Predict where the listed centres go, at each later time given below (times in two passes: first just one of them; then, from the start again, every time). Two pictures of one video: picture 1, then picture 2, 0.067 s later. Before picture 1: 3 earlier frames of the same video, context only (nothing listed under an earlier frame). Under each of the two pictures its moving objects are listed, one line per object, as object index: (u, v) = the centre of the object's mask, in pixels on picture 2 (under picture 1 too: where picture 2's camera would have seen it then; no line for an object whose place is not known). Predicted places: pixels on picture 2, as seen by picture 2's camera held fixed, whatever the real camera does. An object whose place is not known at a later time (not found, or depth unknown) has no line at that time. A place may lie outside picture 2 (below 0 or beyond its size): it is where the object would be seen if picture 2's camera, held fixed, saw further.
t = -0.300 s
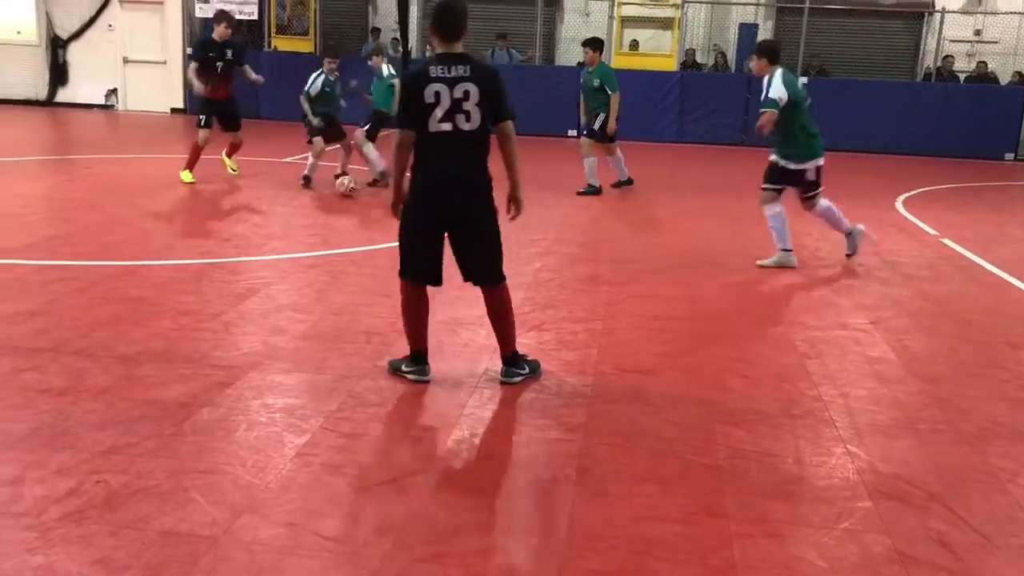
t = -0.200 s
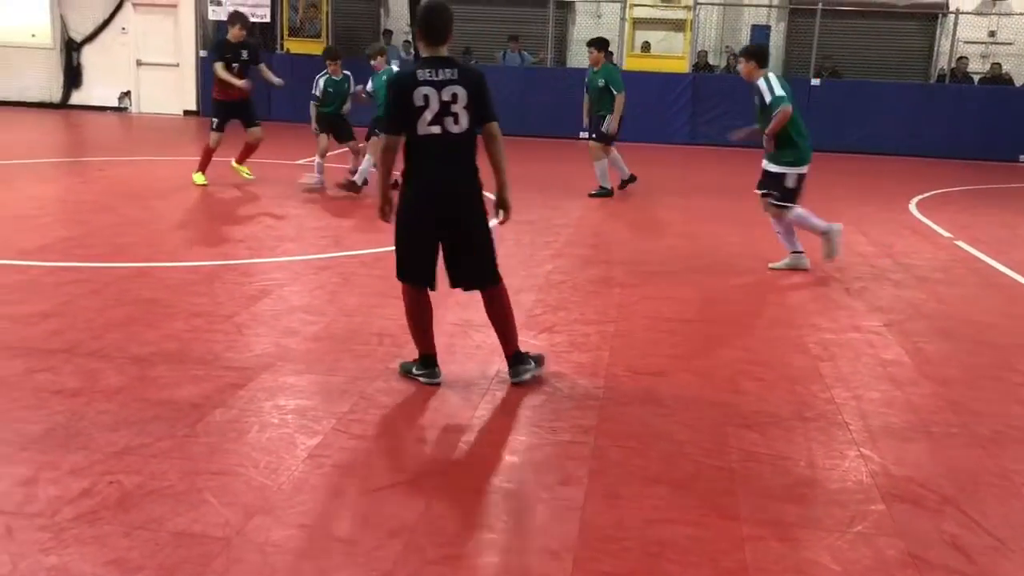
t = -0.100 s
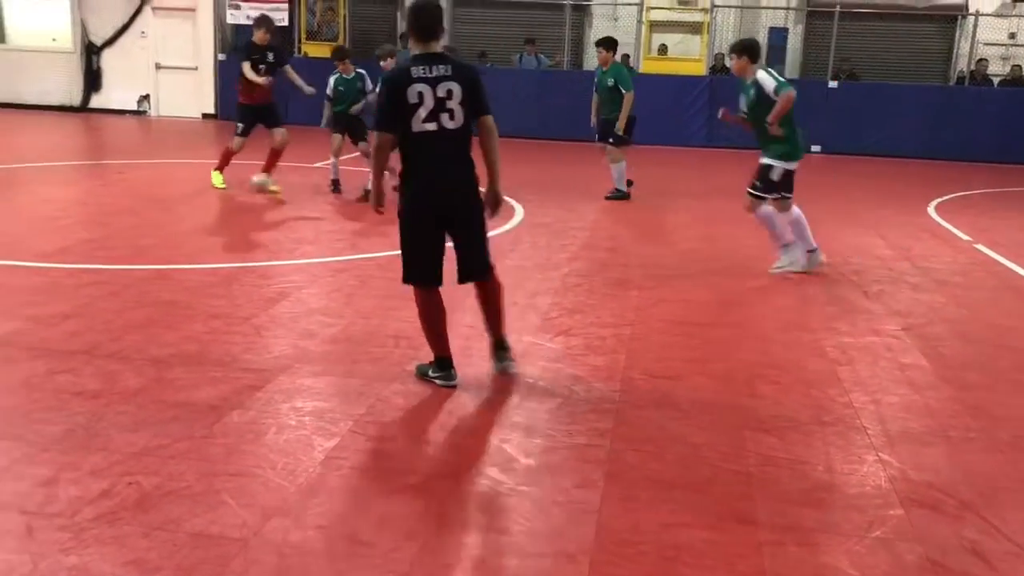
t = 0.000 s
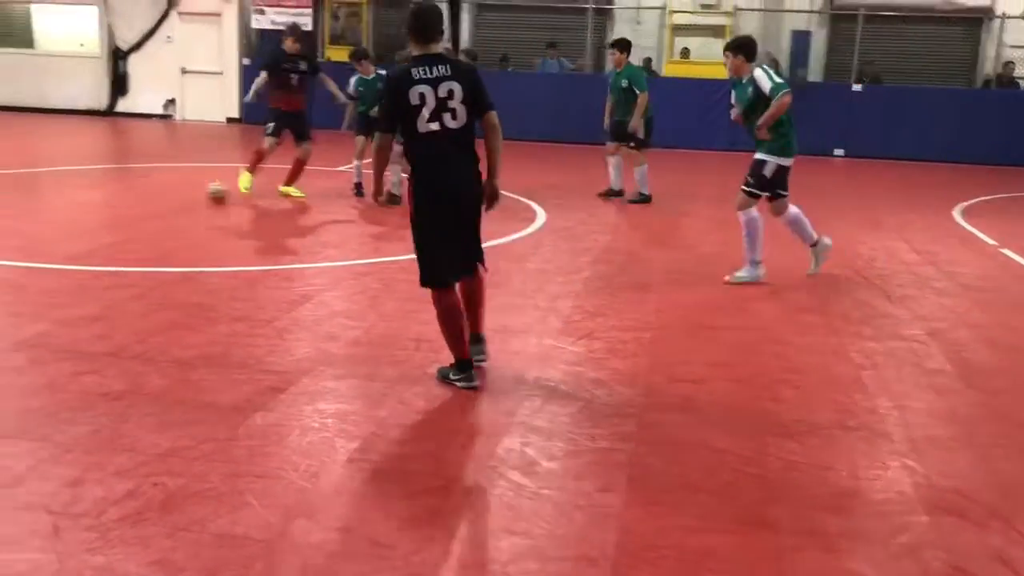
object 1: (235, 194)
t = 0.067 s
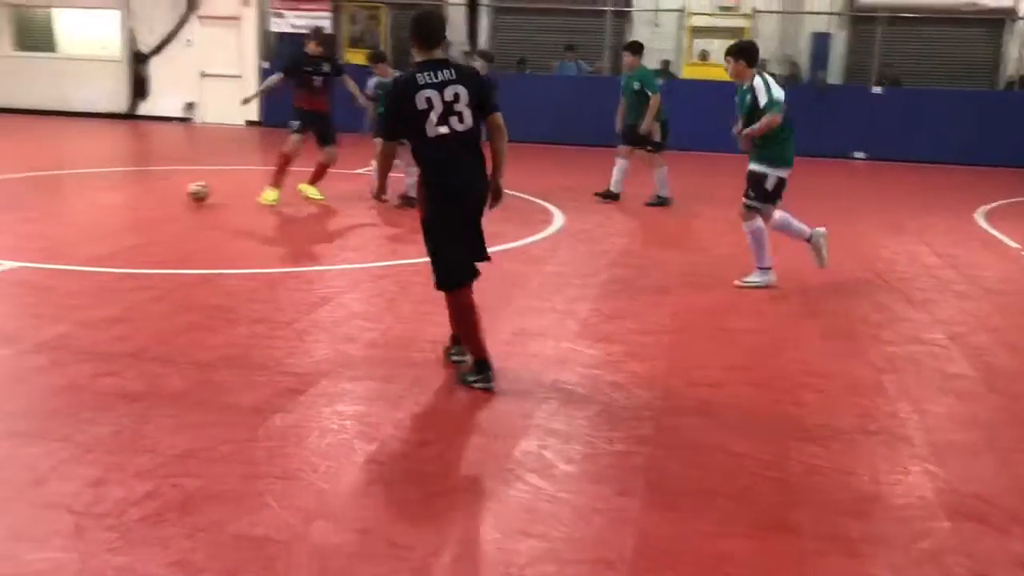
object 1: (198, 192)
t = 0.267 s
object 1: (92, 193)
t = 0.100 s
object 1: (179, 192)
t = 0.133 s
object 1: (159, 194)
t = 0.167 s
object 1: (142, 193)
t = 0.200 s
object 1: (126, 192)
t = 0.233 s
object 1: (110, 192)
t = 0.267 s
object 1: (92, 193)
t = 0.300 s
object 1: (77, 193)
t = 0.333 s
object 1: (62, 193)
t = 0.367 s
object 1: (48, 192)
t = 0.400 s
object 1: (34, 193)
